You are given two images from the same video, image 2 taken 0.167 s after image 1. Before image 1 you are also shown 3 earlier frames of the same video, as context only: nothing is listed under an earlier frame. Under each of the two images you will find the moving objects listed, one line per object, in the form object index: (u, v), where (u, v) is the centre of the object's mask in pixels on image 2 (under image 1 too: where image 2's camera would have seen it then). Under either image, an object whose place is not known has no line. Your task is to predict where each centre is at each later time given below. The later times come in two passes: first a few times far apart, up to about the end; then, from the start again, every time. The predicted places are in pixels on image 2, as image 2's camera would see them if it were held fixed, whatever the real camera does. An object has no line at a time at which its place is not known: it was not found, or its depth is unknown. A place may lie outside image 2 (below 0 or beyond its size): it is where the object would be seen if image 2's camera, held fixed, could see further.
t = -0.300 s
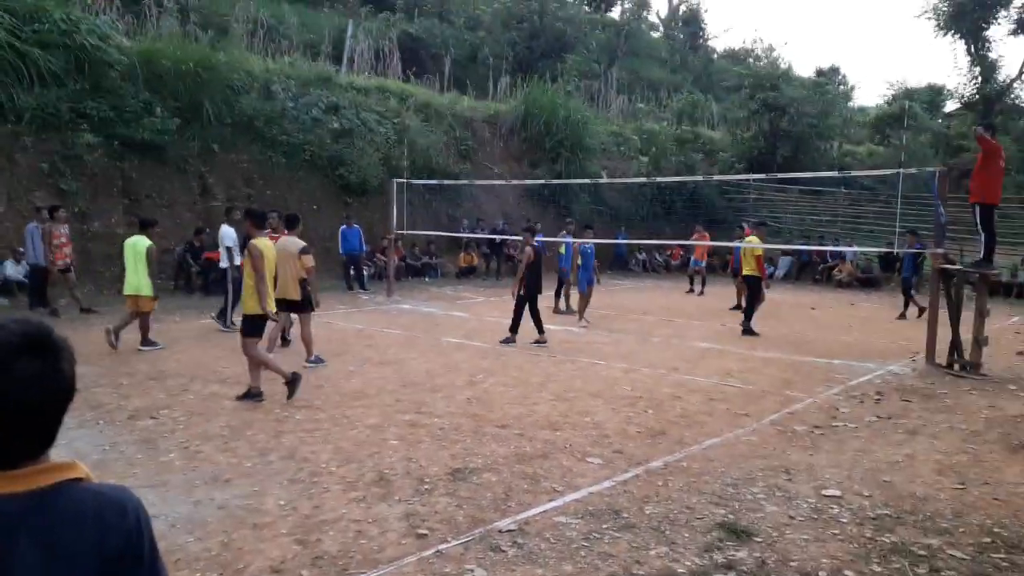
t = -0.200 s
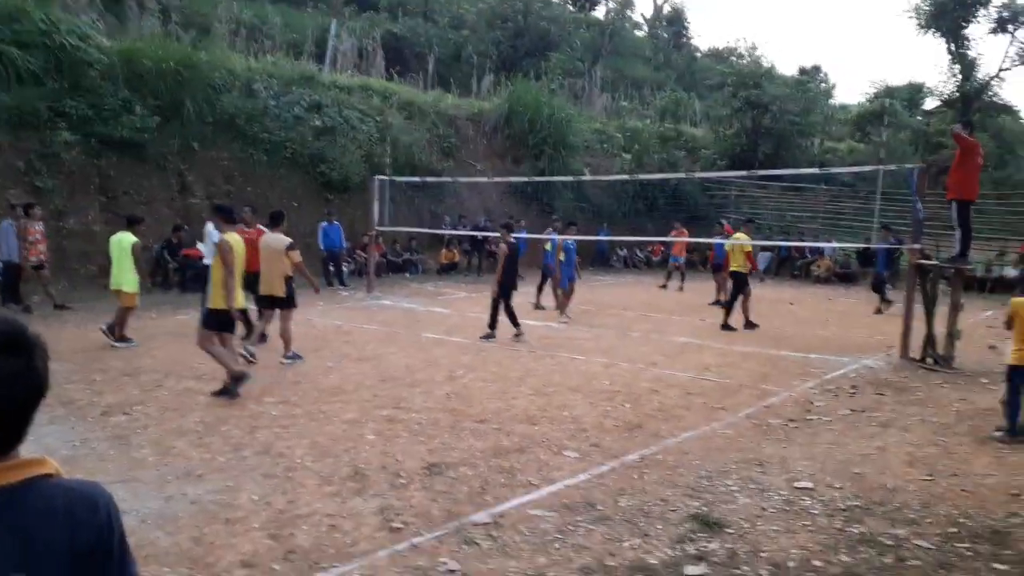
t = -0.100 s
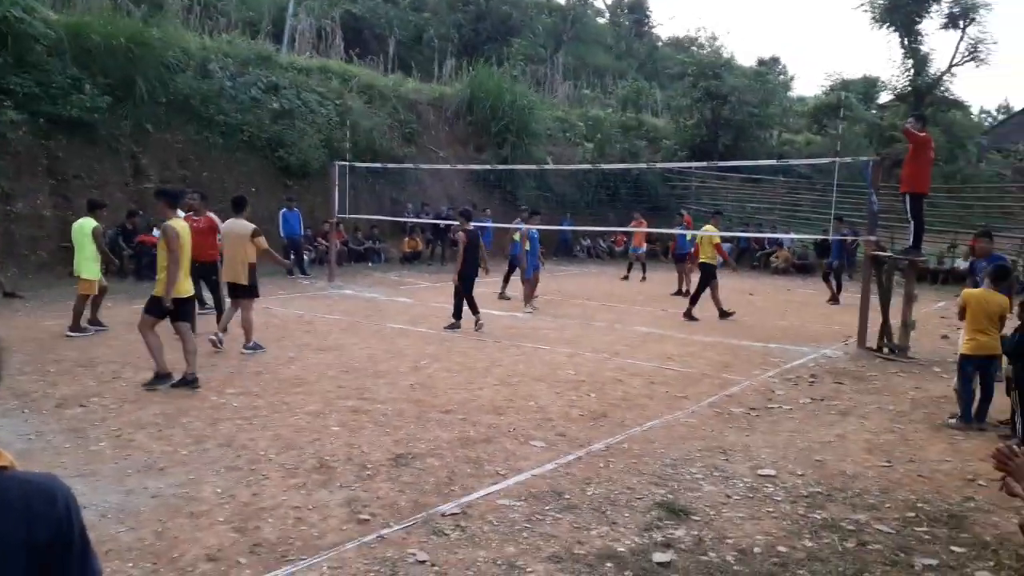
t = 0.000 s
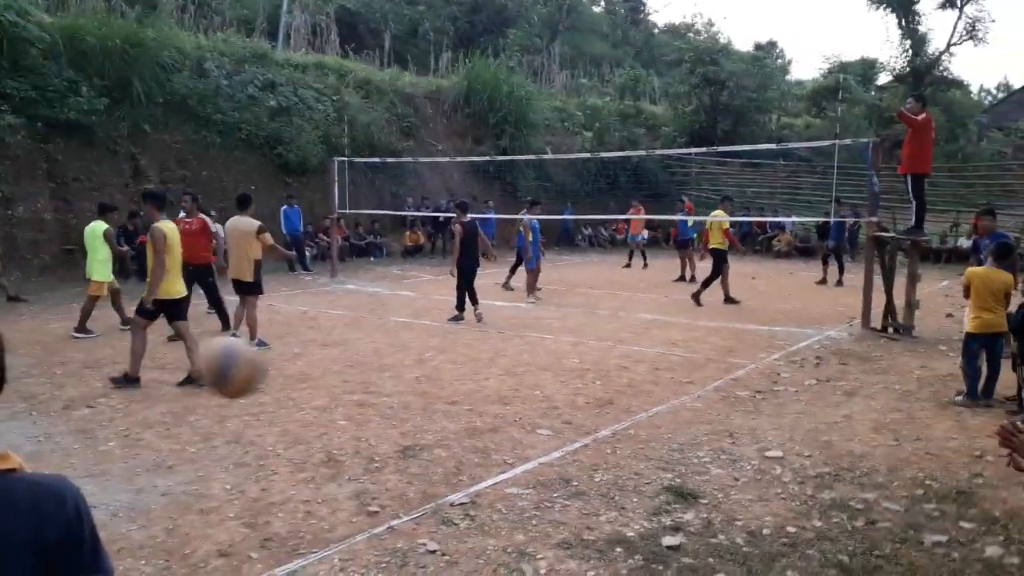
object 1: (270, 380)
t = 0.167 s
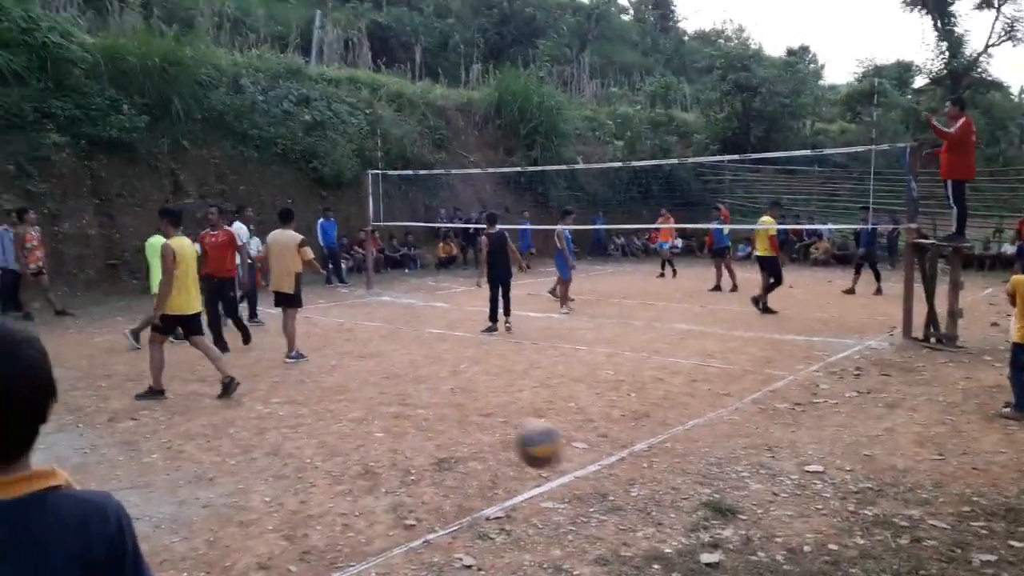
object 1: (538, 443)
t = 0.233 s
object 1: (614, 482)
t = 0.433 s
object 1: (738, 390)
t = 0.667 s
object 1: (832, 320)
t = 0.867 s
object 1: (891, 334)
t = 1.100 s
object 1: (946, 392)
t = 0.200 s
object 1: (578, 462)
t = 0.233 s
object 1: (614, 482)
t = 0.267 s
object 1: (646, 502)
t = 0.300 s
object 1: (670, 485)
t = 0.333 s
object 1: (688, 457)
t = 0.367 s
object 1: (706, 433)
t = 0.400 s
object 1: (722, 410)
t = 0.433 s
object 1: (738, 390)
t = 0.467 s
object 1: (753, 374)
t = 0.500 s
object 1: (768, 360)
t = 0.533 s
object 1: (781, 348)
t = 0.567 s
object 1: (795, 337)
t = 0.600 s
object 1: (807, 330)
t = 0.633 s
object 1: (820, 325)
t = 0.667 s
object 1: (832, 320)
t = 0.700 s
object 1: (843, 320)
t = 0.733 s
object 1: (854, 319)
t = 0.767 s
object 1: (864, 321)
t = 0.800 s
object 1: (874, 323)
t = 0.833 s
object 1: (882, 328)
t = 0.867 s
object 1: (891, 334)
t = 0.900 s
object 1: (901, 341)
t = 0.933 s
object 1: (909, 350)
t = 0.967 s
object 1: (916, 359)
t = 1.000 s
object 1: (926, 370)
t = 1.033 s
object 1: (933, 382)
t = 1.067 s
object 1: (940, 395)
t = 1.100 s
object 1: (946, 392)
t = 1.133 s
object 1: (954, 377)
